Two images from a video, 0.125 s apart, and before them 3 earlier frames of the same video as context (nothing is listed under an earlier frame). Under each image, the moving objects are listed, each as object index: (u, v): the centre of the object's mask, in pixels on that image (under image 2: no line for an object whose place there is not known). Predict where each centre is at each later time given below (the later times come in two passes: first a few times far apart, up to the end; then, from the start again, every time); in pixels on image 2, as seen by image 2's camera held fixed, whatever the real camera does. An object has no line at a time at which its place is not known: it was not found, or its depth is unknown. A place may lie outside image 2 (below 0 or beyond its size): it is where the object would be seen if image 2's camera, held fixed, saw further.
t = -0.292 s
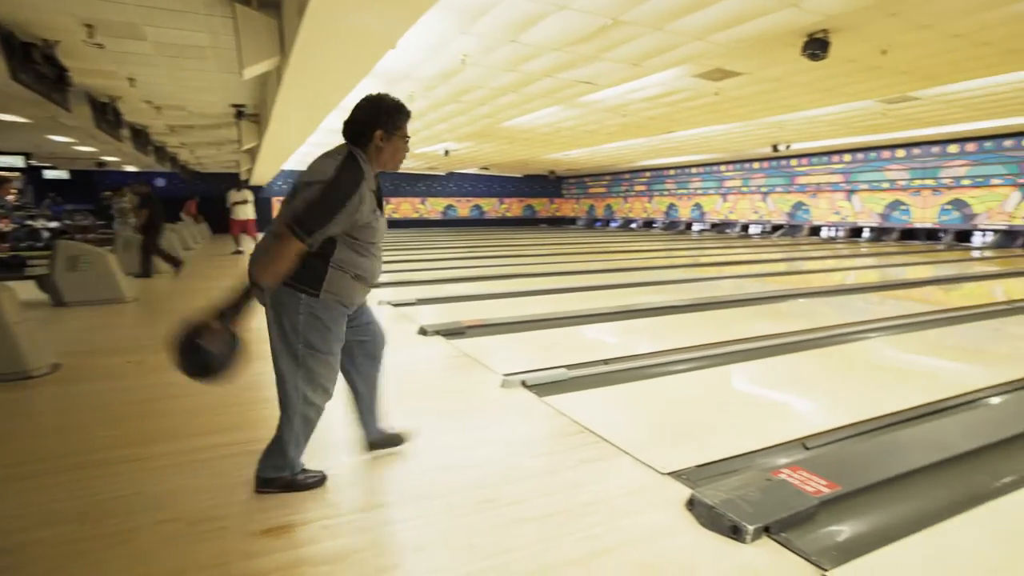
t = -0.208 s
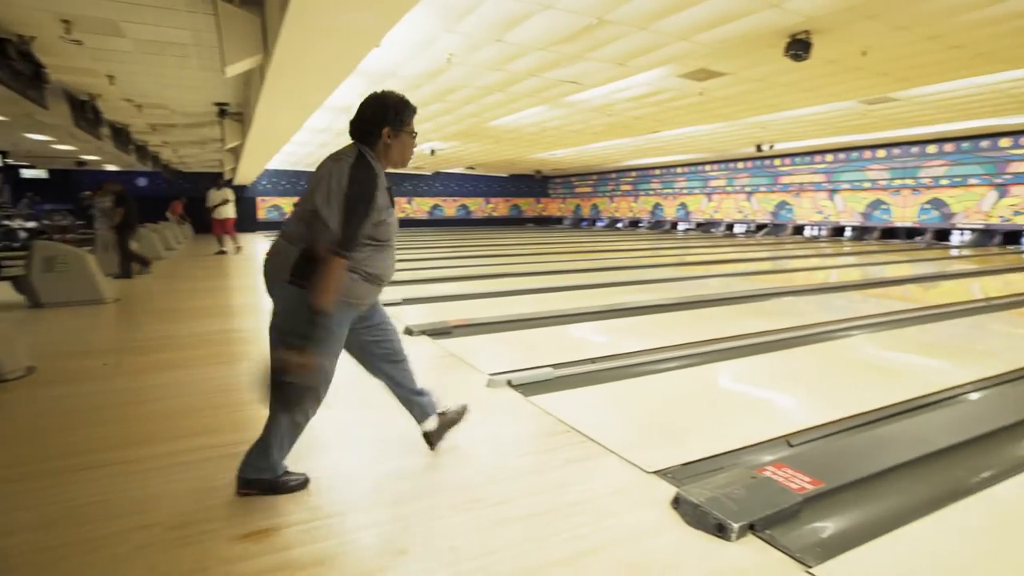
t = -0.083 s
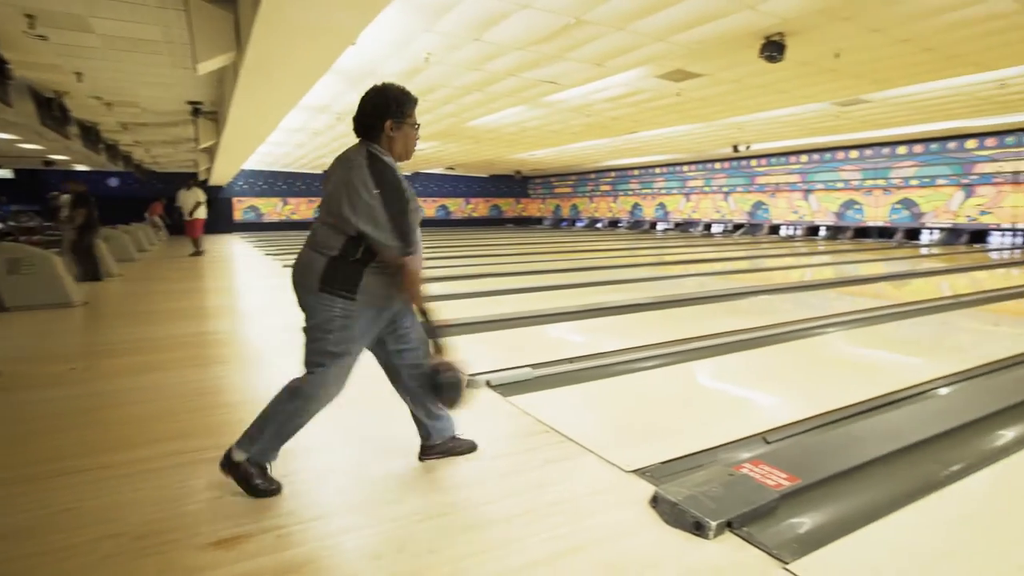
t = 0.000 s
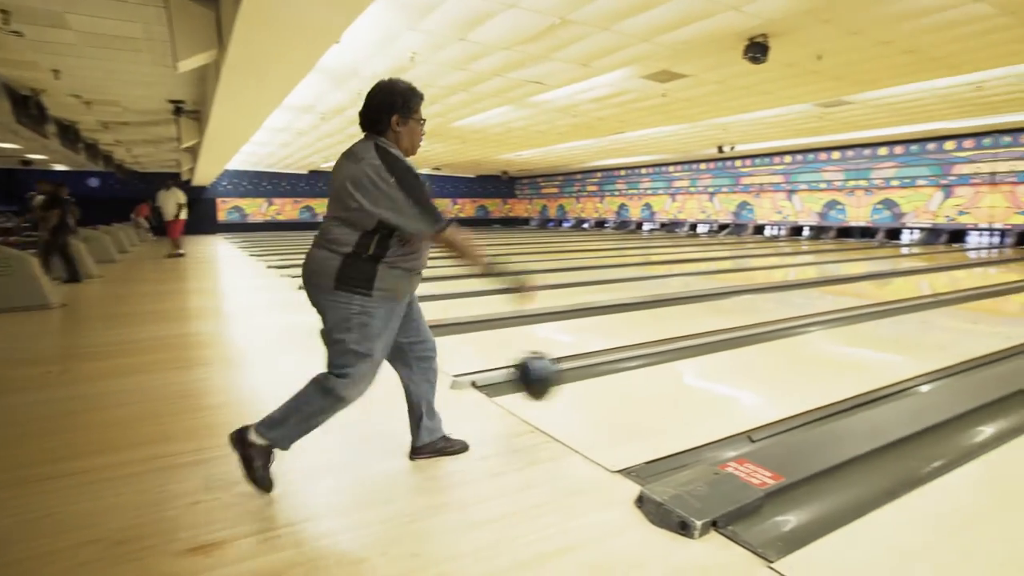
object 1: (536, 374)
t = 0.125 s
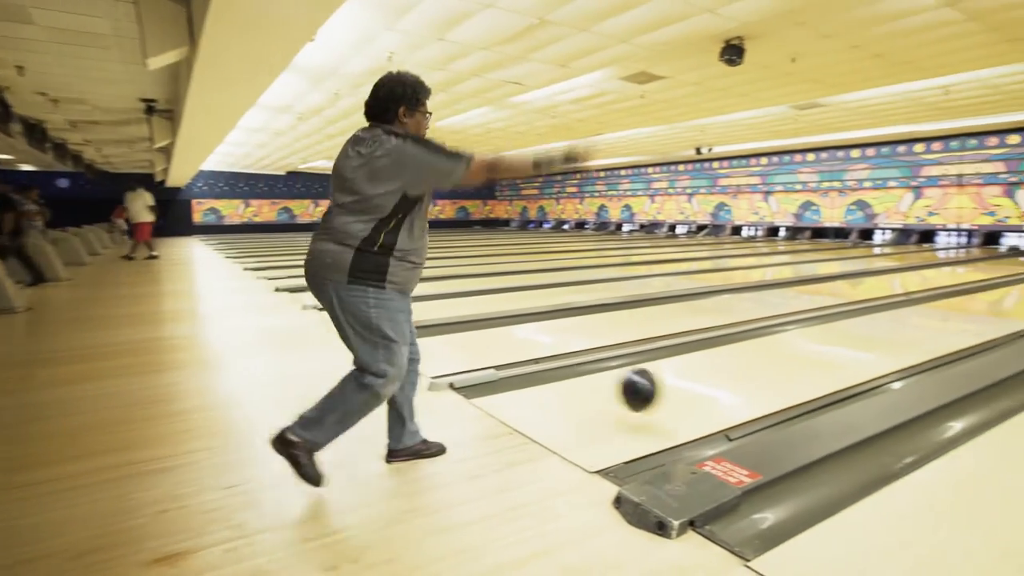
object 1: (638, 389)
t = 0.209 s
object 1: (704, 390)
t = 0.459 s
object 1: (846, 356)
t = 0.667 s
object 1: (927, 335)
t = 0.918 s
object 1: (996, 316)
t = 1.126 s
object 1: (1038, 305)
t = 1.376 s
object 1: (1077, 295)
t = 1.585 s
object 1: (1104, 288)
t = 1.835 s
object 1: (1128, 281)
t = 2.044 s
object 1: (1145, 276)
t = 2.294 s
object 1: (1161, 271)
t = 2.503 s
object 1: (1170, 267)
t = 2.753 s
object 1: (1181, 263)
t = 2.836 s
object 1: (1184, 262)
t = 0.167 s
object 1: (673, 399)
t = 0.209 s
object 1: (704, 390)
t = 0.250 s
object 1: (732, 383)
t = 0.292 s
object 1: (758, 379)
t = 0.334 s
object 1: (783, 372)
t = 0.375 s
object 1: (806, 366)
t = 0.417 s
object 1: (827, 361)
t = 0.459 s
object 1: (846, 356)
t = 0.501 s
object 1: (864, 351)
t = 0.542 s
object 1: (881, 346)
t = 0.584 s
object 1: (898, 342)
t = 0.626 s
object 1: (912, 338)
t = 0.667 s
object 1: (927, 335)
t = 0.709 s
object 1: (940, 331)
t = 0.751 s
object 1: (952, 328)
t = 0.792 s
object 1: (964, 324)
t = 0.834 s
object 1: (975, 322)
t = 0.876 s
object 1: (986, 319)
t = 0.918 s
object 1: (996, 316)
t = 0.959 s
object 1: (1005, 314)
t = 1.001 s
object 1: (1014, 312)
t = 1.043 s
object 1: (1022, 309)
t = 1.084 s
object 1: (1030, 308)
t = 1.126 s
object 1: (1038, 305)
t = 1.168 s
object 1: (1046, 303)
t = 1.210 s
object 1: (1053, 301)
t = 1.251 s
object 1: (1059, 300)
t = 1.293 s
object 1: (1066, 298)
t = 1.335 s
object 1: (1072, 296)
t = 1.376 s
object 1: (1077, 295)
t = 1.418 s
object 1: (1083, 293)
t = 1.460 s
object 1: (1088, 292)
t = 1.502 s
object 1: (1093, 290)
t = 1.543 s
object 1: (1099, 289)
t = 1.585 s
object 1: (1104, 288)
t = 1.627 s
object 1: (1108, 286)
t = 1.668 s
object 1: (1112, 285)
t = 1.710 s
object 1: (1117, 284)
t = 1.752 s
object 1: (1121, 282)
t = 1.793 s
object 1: (1125, 282)
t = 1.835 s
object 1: (1128, 281)
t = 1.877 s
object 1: (1131, 280)
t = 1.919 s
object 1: (1135, 279)
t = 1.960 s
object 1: (1139, 277)
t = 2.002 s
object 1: (1141, 277)
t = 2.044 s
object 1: (1145, 276)
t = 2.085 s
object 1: (1148, 275)
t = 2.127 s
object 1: (1150, 274)
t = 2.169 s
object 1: (1153, 273)
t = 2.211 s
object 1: (1156, 272)
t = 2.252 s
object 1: (1158, 271)
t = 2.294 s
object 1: (1161, 271)
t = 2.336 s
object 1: (1163, 270)
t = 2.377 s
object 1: (1164, 269)
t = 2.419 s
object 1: (1166, 268)
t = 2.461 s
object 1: (1168, 268)
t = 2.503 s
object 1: (1170, 267)
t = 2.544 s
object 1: (1172, 266)
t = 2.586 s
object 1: (1174, 266)
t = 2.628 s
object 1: (1176, 265)
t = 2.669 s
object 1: (1178, 264)
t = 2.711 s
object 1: (1180, 264)
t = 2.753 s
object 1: (1181, 263)
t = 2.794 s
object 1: (1183, 263)
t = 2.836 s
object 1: (1184, 262)
